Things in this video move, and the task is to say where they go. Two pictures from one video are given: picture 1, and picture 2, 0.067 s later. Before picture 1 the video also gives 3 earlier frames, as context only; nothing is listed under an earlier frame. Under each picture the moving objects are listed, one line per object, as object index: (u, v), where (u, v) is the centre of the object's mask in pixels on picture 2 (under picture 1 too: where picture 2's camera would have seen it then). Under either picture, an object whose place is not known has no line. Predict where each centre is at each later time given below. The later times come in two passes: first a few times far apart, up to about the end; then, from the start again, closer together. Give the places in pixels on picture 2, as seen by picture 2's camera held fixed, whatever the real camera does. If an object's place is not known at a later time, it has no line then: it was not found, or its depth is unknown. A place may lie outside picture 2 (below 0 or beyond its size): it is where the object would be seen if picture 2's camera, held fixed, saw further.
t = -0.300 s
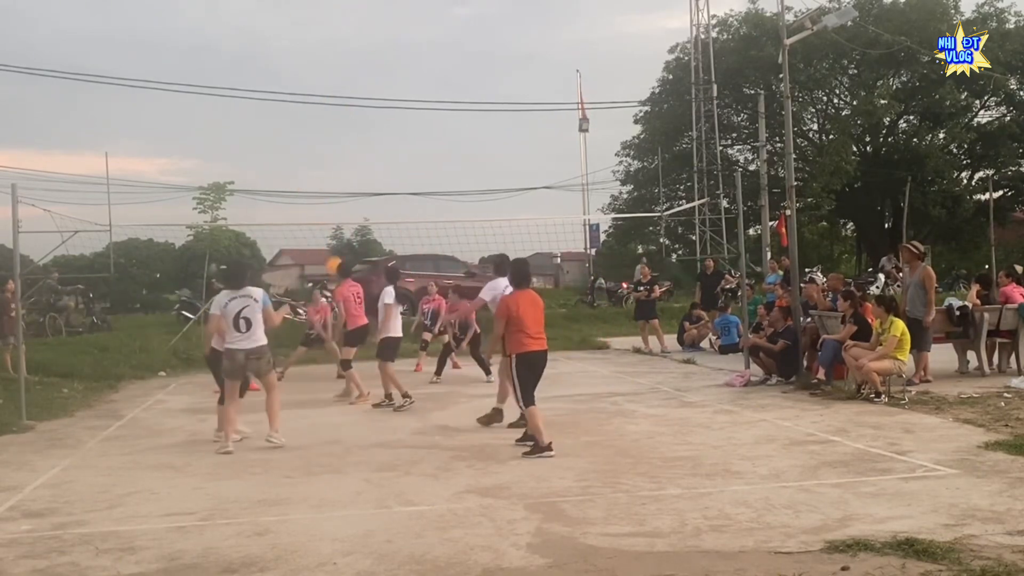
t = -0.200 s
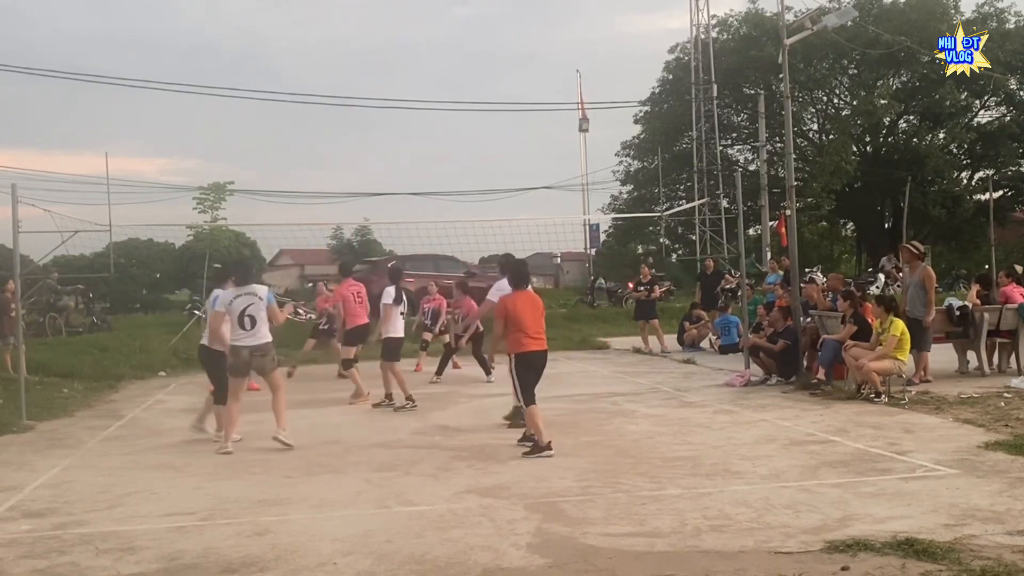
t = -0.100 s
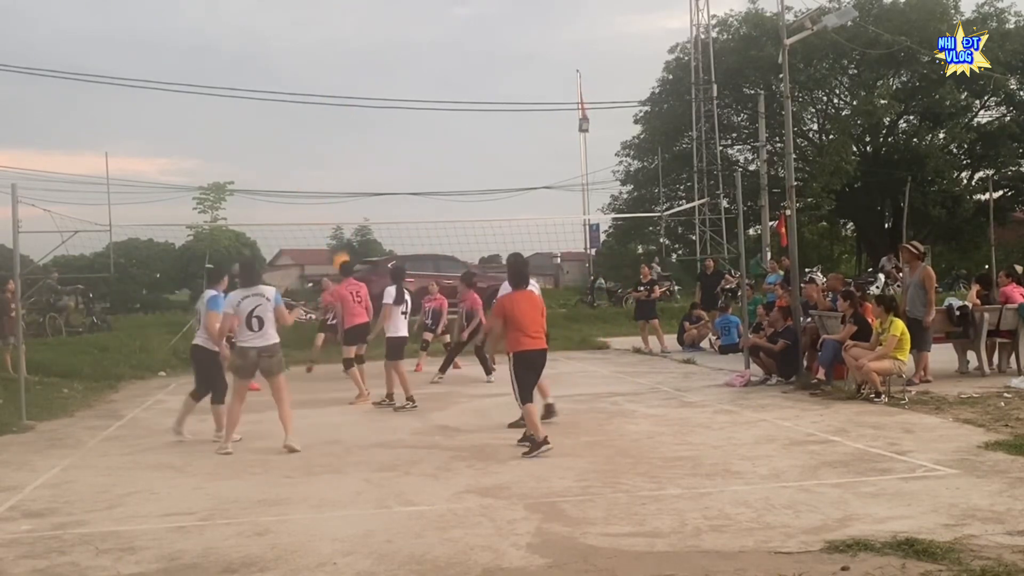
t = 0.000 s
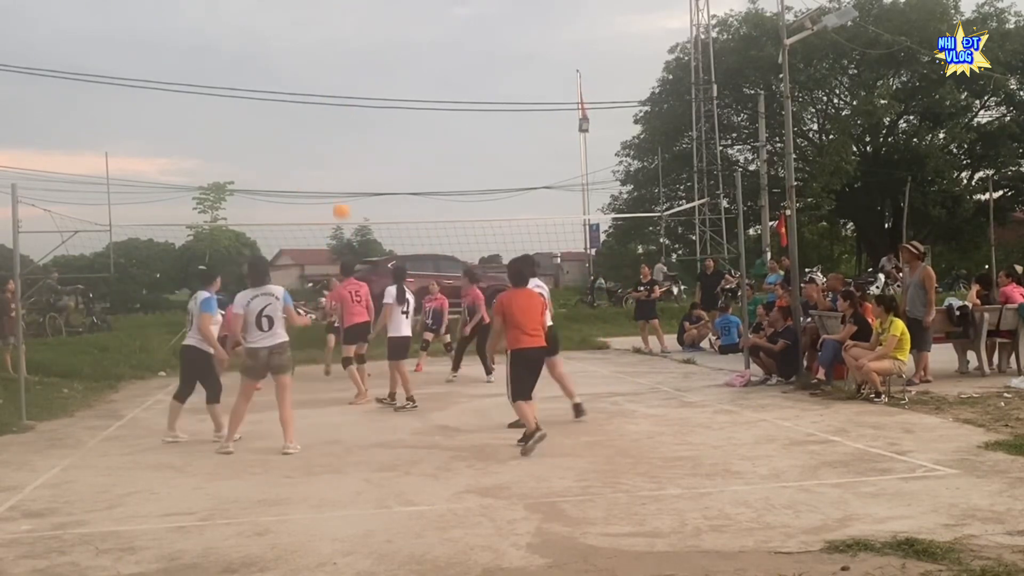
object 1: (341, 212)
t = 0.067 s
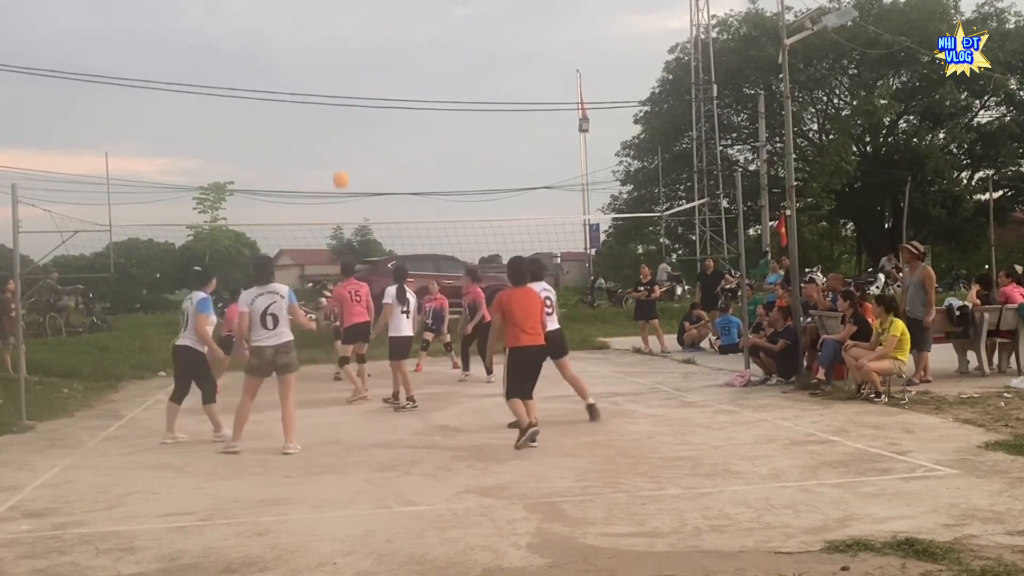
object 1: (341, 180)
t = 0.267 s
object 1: (338, 107)
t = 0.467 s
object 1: (333, 60)
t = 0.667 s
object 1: (331, 43)
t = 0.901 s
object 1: (328, 59)
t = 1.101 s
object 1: (327, 105)
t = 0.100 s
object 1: (340, 165)
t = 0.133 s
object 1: (340, 152)
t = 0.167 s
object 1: (340, 140)
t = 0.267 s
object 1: (338, 107)
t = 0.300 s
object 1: (337, 96)
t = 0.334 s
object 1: (336, 88)
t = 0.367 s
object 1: (336, 80)
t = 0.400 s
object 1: (335, 72)
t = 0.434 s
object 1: (334, 66)
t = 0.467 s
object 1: (333, 60)
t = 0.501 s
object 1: (333, 55)
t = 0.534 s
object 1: (332, 51)
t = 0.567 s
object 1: (332, 48)
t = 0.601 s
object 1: (331, 45)
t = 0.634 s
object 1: (331, 43)
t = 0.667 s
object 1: (331, 43)
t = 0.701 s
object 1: (330, 42)
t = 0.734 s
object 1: (330, 43)
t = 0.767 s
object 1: (330, 44)
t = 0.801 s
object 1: (329, 47)
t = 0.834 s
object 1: (329, 49)
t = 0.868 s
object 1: (328, 54)
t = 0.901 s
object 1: (328, 59)
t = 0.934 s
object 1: (328, 64)
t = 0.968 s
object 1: (328, 71)
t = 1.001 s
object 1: (328, 78)
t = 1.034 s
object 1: (327, 86)
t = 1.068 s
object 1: (327, 95)
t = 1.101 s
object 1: (327, 105)
